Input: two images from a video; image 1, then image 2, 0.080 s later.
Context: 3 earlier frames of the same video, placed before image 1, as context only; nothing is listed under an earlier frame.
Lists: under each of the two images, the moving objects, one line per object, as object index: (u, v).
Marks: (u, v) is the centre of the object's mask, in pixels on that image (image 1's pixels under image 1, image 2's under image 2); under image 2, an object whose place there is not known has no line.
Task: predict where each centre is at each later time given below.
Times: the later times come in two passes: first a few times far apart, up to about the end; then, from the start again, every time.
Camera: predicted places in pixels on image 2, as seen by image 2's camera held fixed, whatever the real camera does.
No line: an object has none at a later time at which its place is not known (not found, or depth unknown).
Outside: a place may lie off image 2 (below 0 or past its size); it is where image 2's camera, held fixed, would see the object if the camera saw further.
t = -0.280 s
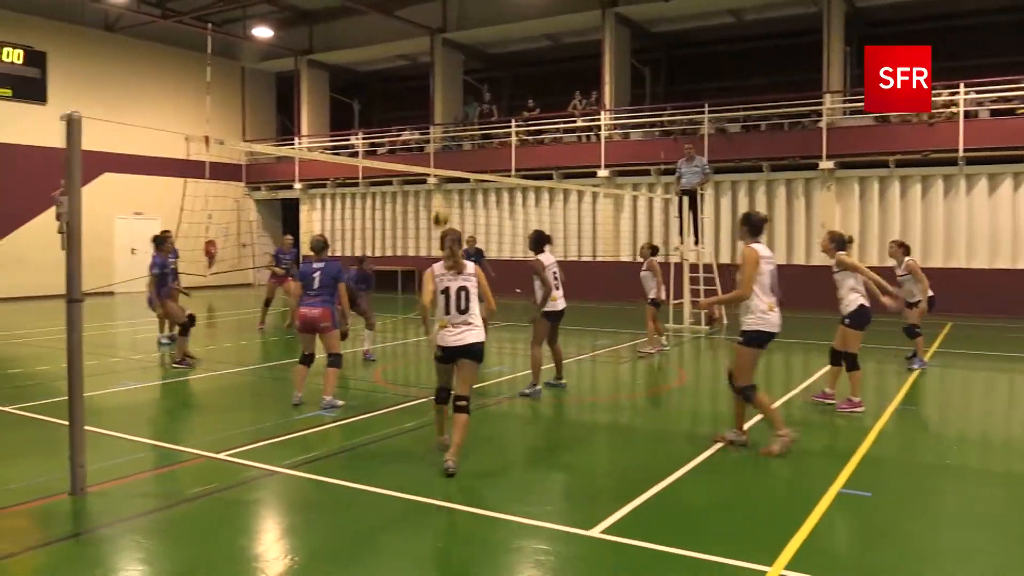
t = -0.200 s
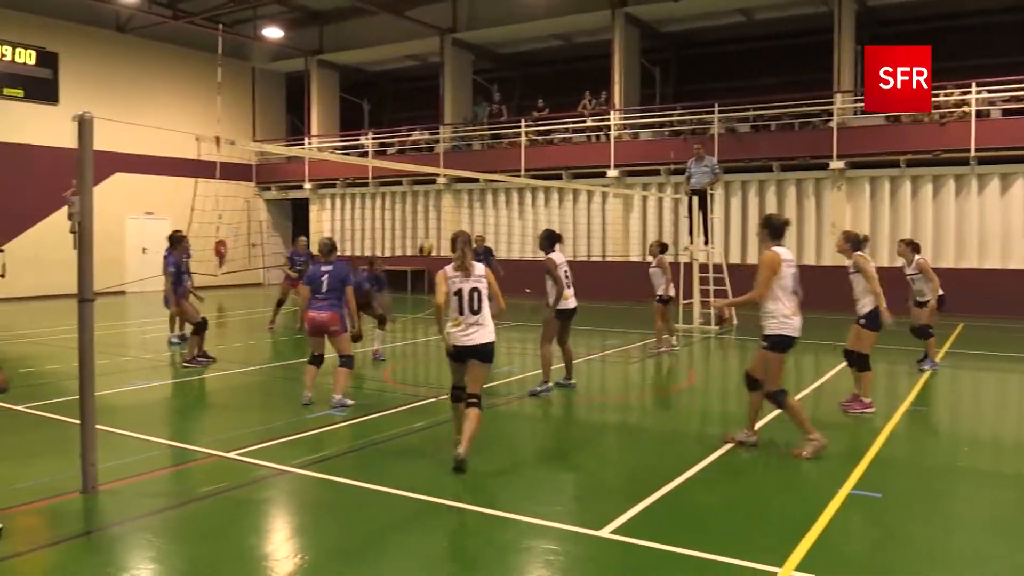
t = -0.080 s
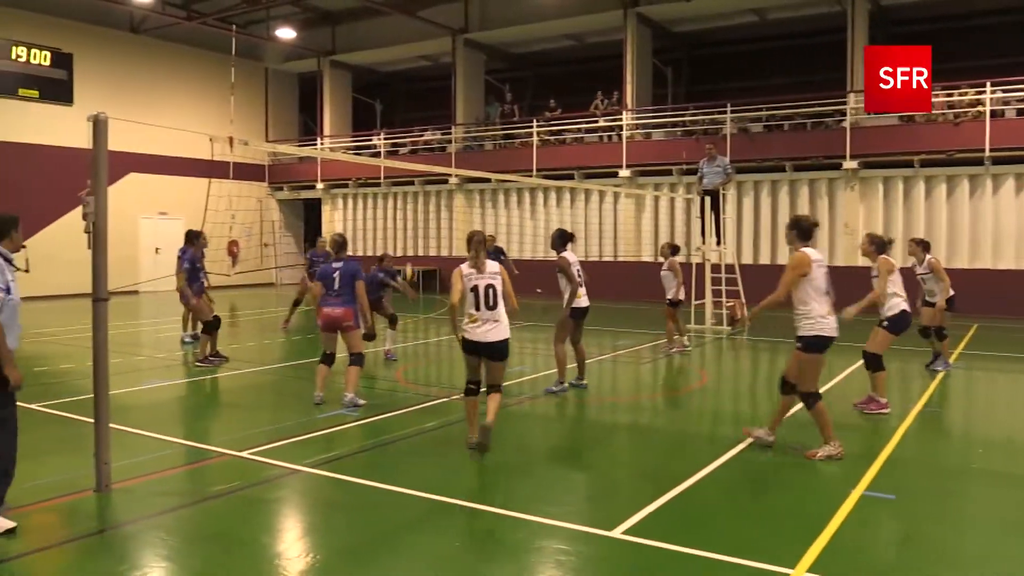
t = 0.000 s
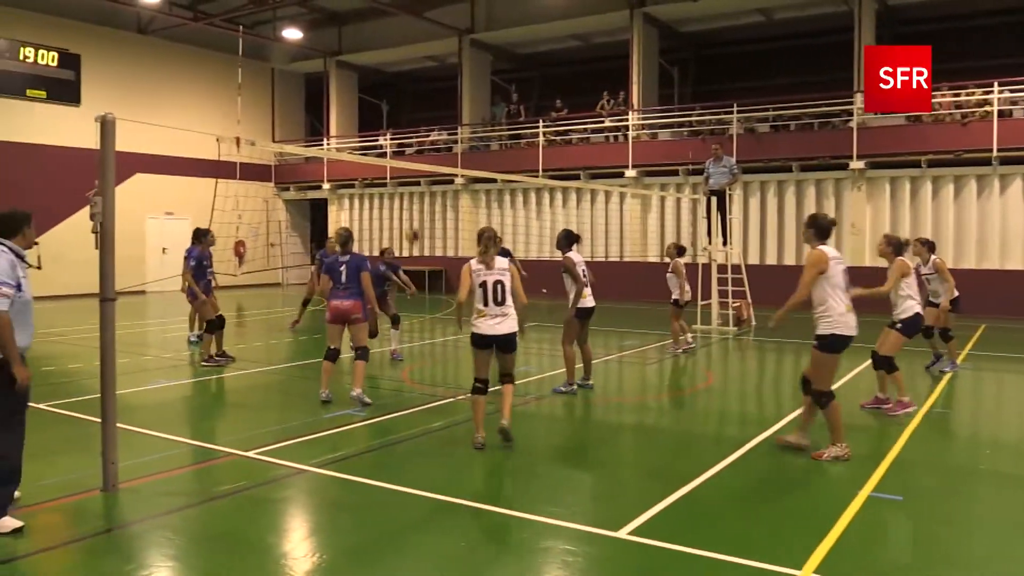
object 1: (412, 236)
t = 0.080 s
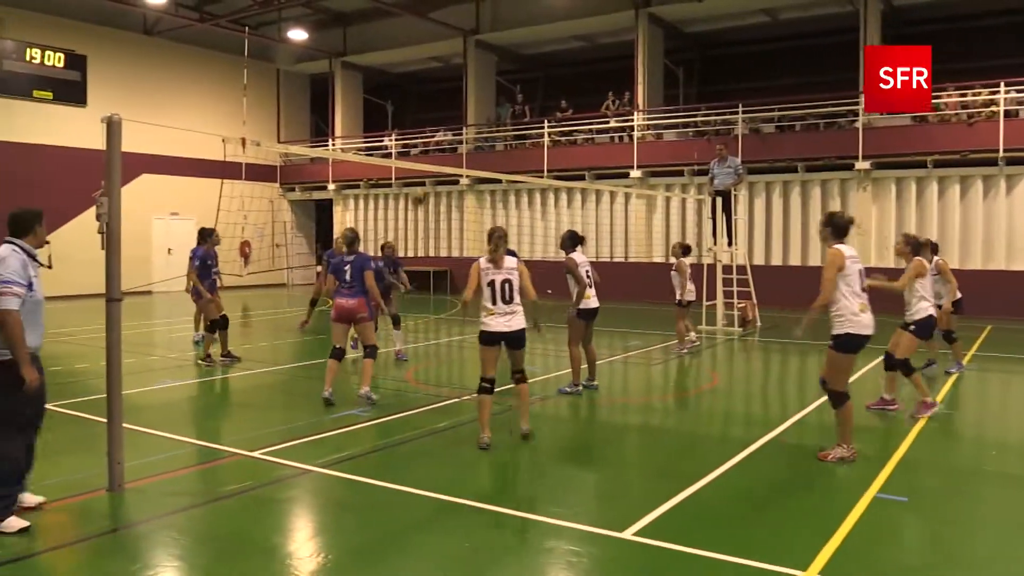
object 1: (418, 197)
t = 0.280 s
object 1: (415, 126)
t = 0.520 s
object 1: (411, 81)
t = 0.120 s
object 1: (417, 180)
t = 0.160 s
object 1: (417, 158)
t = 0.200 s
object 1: (416, 149)
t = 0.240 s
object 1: (416, 137)
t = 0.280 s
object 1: (415, 126)
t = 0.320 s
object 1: (415, 117)
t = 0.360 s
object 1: (414, 106)
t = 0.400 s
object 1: (414, 98)
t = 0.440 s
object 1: (413, 90)
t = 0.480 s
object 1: (412, 85)
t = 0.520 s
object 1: (411, 81)
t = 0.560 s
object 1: (410, 78)
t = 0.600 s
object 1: (409, 76)
